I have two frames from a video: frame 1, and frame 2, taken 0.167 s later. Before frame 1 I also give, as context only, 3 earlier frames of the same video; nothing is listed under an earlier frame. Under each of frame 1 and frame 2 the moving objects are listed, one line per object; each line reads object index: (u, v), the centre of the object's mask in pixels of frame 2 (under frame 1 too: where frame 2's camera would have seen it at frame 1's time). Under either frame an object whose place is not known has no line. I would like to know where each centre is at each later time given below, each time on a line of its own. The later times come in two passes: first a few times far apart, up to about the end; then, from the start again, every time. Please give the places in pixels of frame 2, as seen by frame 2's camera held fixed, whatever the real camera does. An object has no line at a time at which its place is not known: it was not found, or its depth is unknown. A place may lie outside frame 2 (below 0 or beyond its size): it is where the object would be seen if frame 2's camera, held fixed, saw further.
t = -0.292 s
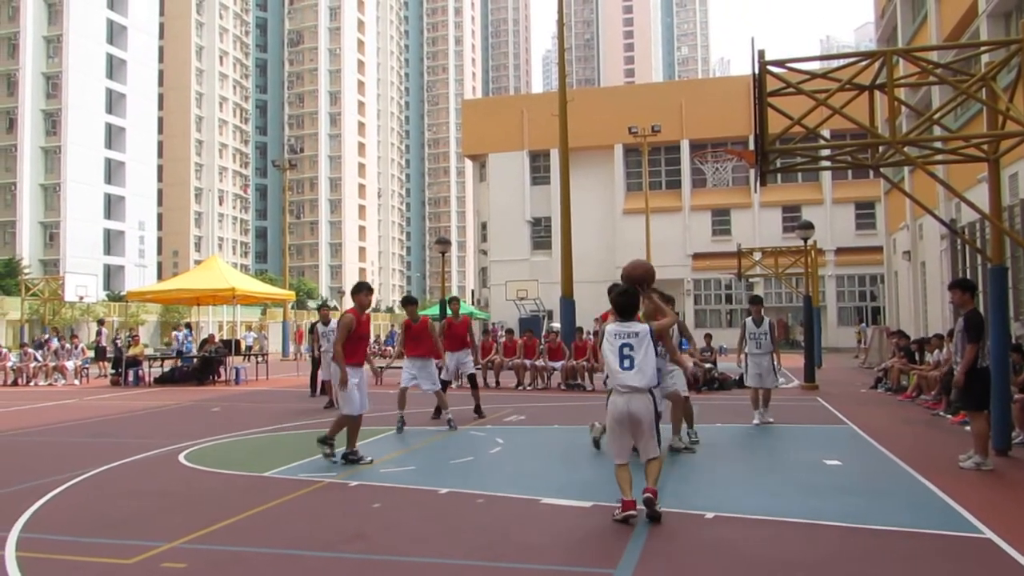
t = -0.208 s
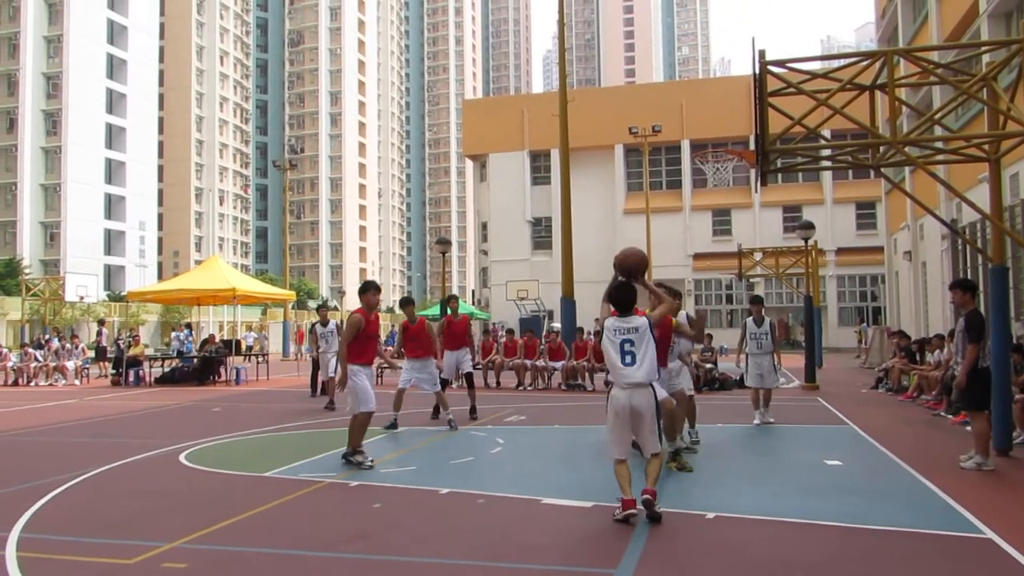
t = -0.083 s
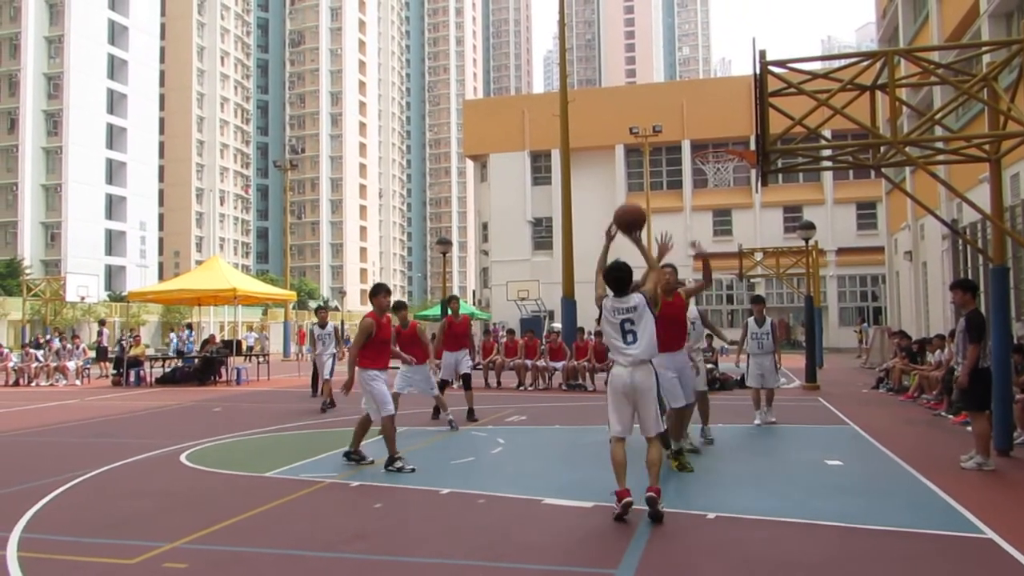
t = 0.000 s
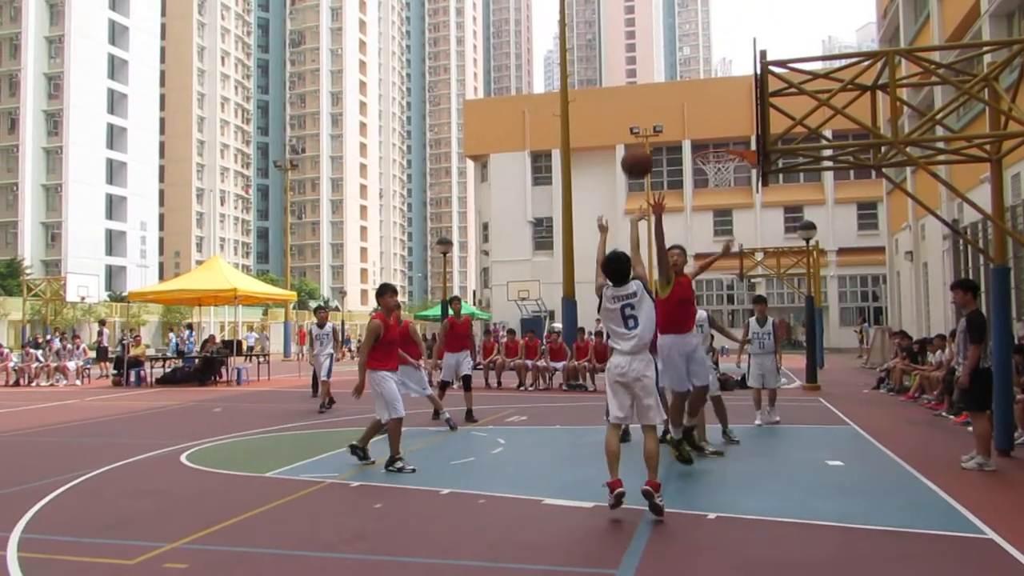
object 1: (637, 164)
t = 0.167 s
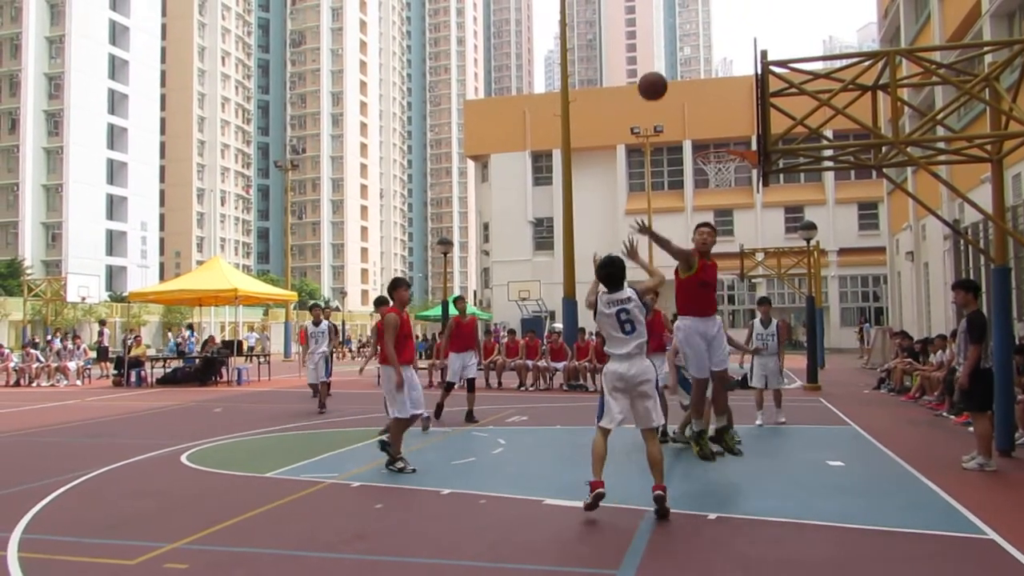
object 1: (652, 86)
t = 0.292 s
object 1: (663, 55)
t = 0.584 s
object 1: (685, 53)
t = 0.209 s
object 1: (656, 73)
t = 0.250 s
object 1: (660, 62)
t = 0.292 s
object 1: (663, 55)
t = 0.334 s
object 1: (666, 49)
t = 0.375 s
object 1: (670, 45)
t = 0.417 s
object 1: (673, 43)
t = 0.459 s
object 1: (676, 43)
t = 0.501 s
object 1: (679, 44)
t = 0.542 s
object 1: (682, 48)
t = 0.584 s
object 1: (685, 53)
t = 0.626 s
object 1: (688, 59)
